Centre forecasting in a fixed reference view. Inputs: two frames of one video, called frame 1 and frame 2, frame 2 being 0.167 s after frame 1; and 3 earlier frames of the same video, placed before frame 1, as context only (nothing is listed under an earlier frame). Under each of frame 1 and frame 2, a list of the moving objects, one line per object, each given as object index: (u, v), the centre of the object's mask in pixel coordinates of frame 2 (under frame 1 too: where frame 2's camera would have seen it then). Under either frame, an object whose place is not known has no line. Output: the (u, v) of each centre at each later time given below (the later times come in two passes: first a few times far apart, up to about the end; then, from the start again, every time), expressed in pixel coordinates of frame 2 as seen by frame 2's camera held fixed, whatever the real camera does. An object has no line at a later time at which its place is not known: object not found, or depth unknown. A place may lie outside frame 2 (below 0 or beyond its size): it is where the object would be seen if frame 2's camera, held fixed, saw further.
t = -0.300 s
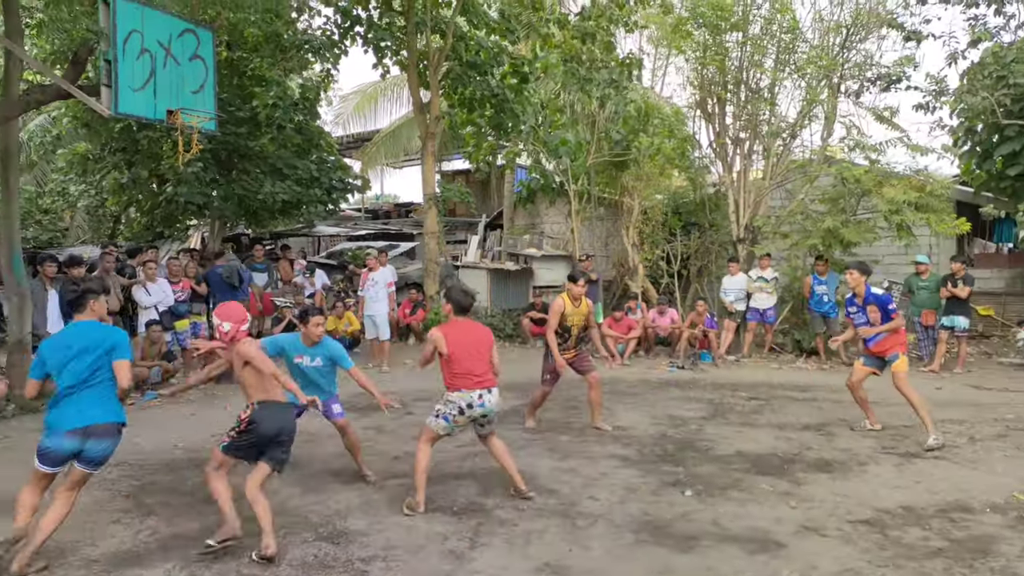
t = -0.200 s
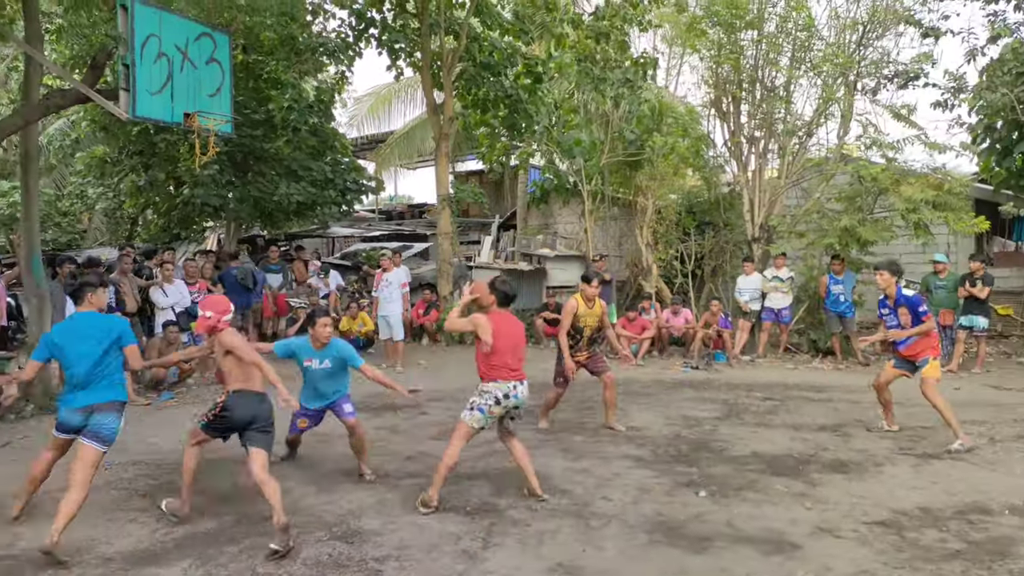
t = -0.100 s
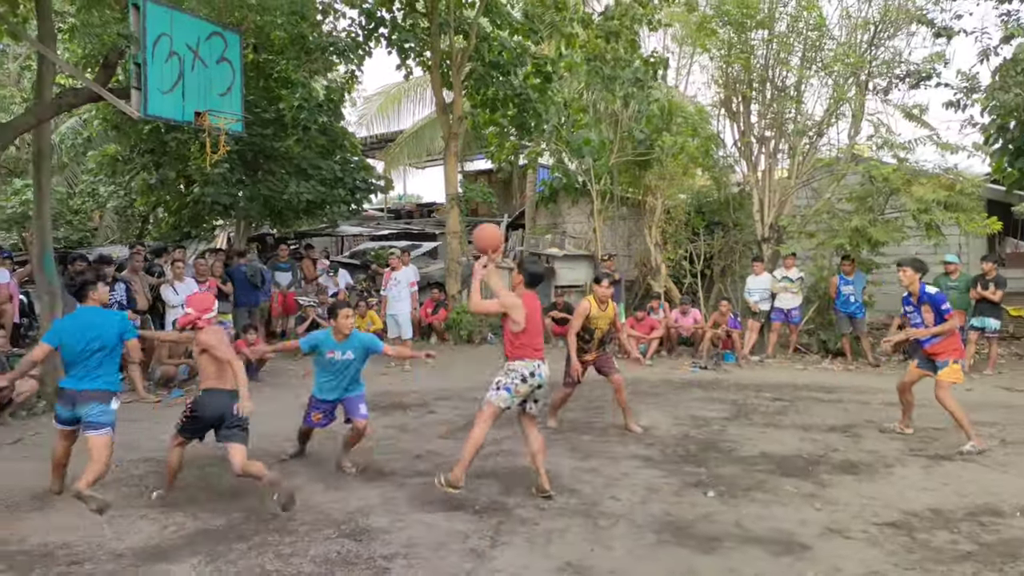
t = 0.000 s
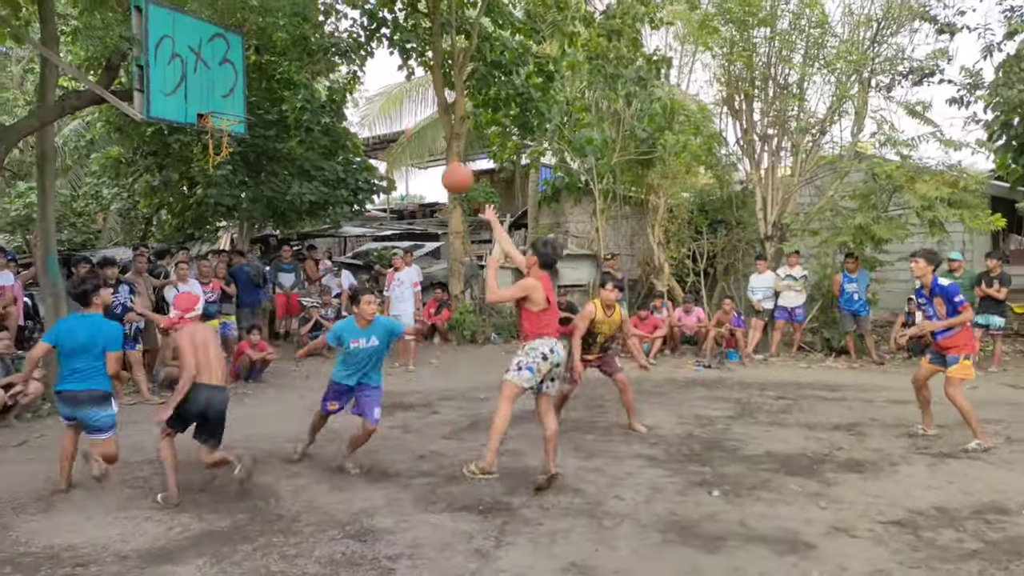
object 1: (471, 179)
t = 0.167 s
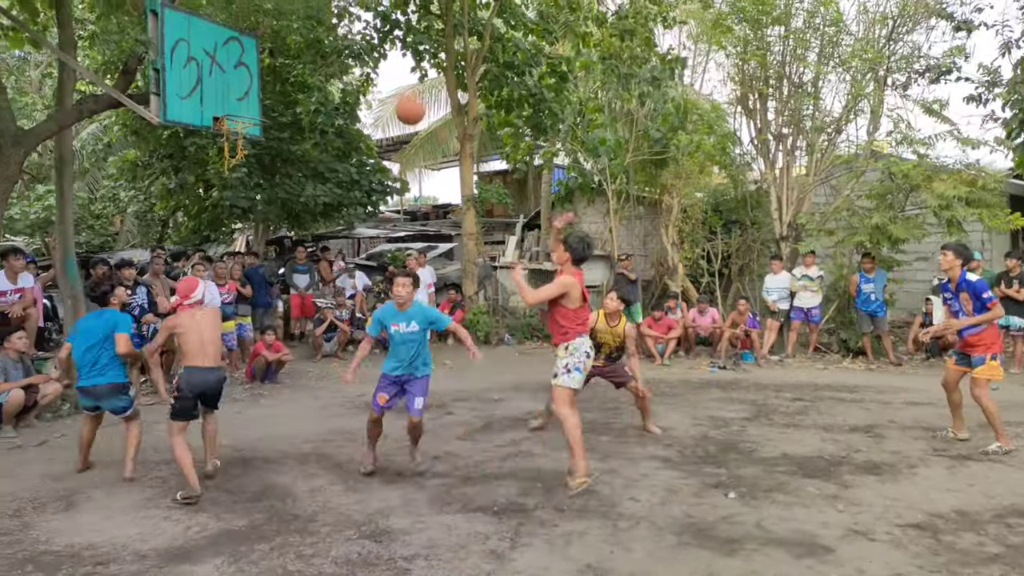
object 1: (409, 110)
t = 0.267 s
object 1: (376, 87)
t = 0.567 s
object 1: (291, 94)
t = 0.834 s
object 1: (322, 129)
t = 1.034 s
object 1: (385, 189)
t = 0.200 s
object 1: (398, 101)
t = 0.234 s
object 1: (388, 93)
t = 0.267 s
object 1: (376, 87)
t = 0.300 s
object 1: (367, 82)
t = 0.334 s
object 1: (356, 79)
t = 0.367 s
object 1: (347, 78)
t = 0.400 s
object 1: (336, 77)
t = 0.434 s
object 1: (328, 78)
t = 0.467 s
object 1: (318, 80)
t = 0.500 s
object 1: (309, 84)
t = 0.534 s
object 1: (300, 89)
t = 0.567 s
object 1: (291, 94)
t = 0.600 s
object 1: (283, 101)
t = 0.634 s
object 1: (275, 110)
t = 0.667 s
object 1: (274, 115)
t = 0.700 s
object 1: (282, 116)
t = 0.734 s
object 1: (292, 118)
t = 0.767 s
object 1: (302, 120)
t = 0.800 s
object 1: (313, 123)
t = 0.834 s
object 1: (322, 129)
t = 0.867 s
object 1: (332, 135)
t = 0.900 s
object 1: (342, 143)
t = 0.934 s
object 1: (353, 152)
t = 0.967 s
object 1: (364, 163)
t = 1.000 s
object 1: (374, 174)
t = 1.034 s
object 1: (385, 189)
